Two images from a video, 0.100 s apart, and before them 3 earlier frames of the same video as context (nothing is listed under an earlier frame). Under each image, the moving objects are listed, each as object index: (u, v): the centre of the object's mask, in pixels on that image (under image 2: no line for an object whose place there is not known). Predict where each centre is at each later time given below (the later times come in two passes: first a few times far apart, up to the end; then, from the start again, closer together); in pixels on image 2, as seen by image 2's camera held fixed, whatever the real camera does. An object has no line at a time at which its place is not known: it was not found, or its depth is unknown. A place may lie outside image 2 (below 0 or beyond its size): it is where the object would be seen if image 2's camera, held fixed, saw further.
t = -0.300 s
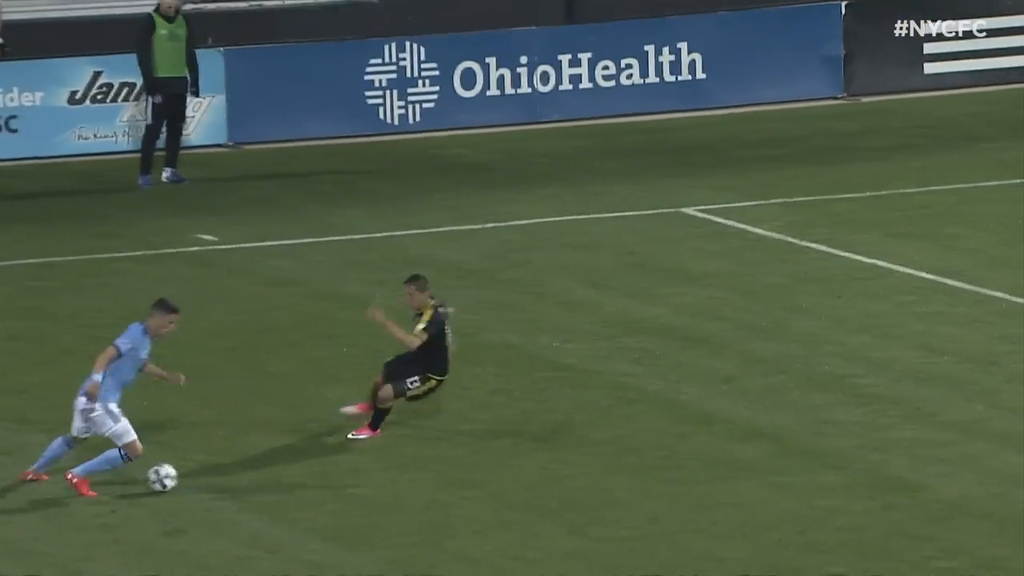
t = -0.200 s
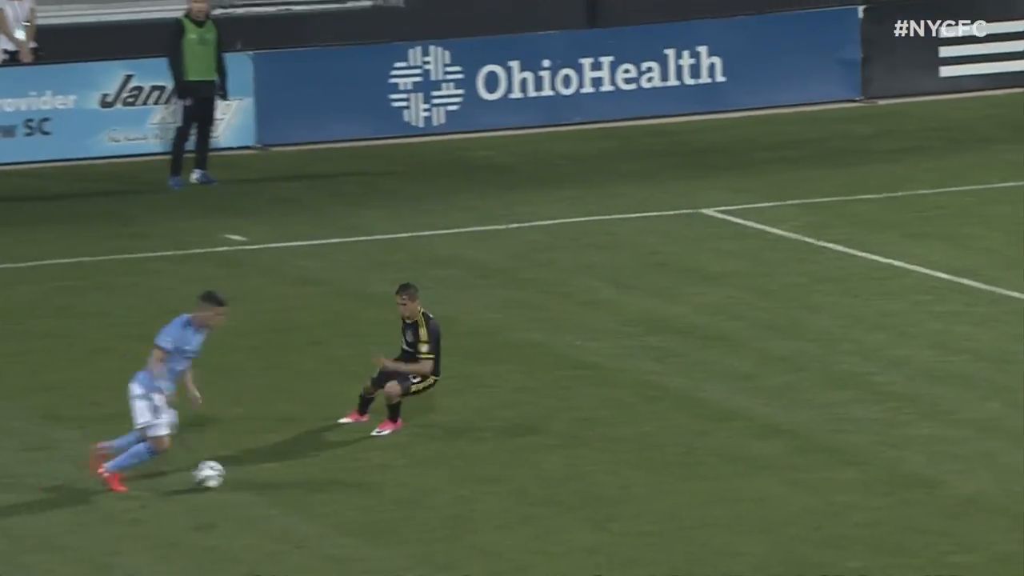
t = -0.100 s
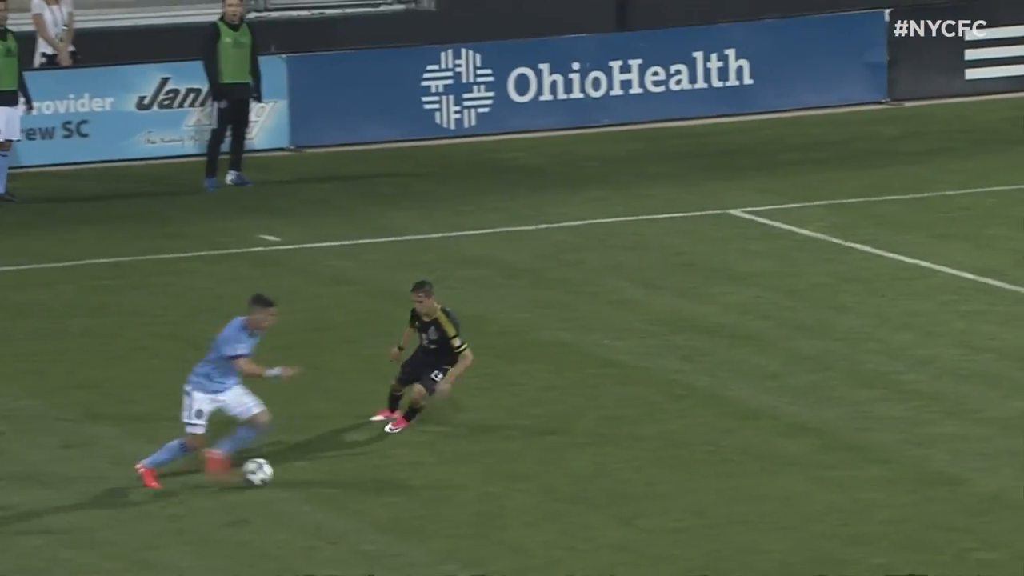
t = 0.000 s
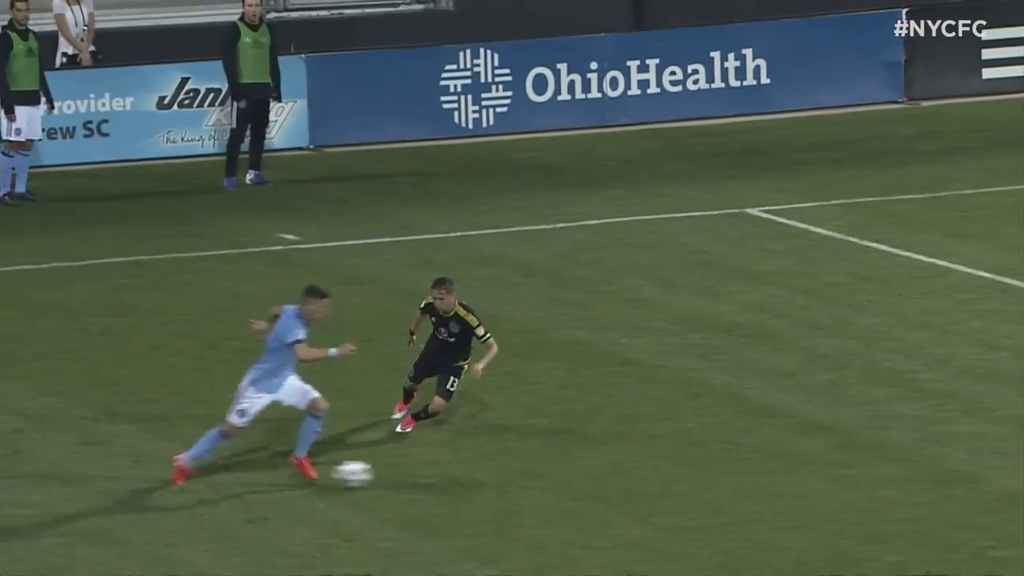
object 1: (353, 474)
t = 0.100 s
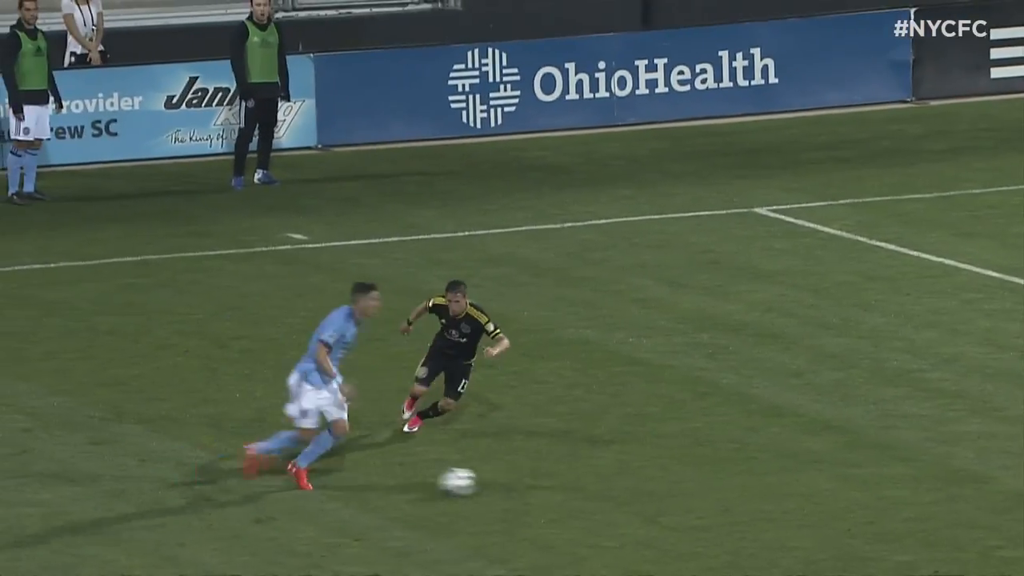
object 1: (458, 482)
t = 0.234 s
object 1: (577, 489)
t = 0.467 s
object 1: (770, 501)
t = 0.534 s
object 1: (821, 507)
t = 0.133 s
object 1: (489, 482)
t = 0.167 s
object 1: (519, 482)
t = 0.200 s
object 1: (548, 484)
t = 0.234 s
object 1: (577, 489)
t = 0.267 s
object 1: (607, 491)
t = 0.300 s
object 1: (636, 492)
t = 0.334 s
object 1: (664, 493)
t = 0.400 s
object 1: (718, 500)
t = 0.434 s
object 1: (744, 500)
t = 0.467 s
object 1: (770, 501)
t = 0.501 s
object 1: (795, 503)
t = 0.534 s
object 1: (821, 507)
